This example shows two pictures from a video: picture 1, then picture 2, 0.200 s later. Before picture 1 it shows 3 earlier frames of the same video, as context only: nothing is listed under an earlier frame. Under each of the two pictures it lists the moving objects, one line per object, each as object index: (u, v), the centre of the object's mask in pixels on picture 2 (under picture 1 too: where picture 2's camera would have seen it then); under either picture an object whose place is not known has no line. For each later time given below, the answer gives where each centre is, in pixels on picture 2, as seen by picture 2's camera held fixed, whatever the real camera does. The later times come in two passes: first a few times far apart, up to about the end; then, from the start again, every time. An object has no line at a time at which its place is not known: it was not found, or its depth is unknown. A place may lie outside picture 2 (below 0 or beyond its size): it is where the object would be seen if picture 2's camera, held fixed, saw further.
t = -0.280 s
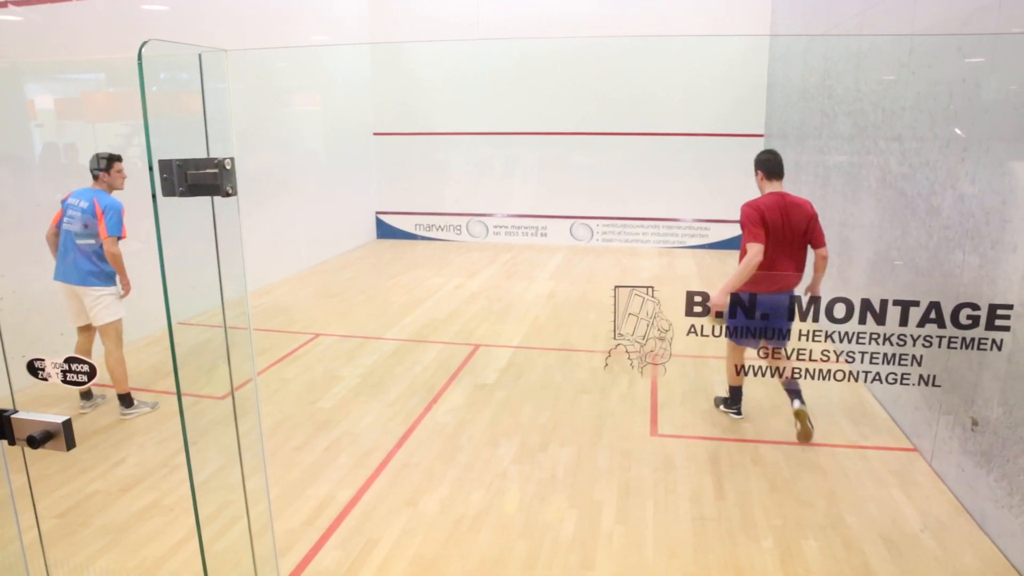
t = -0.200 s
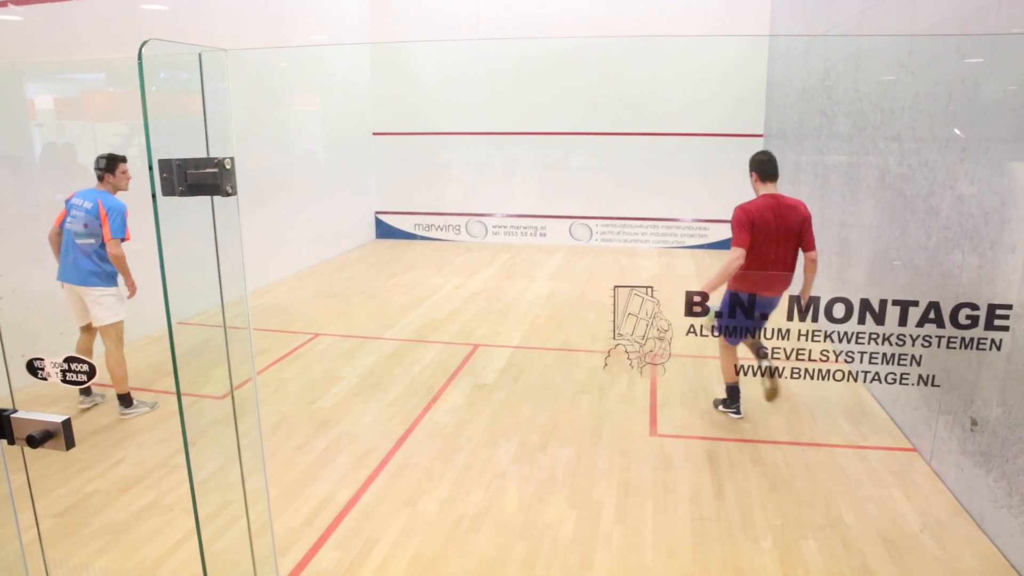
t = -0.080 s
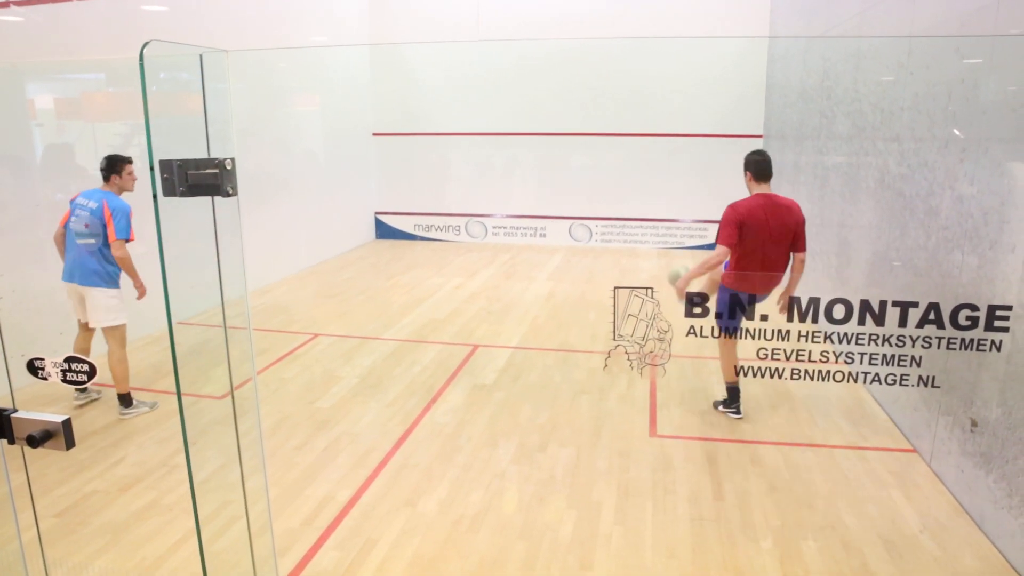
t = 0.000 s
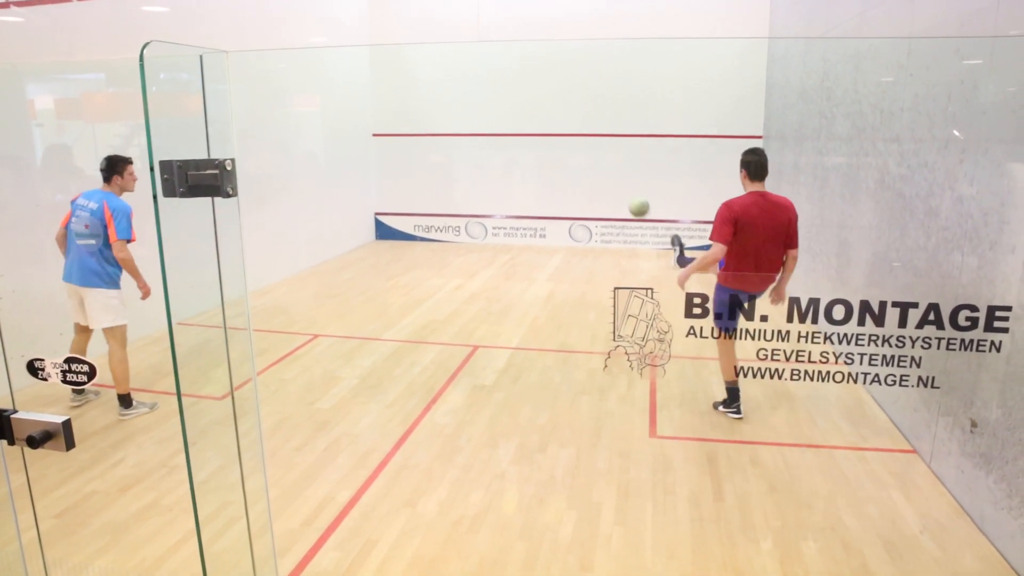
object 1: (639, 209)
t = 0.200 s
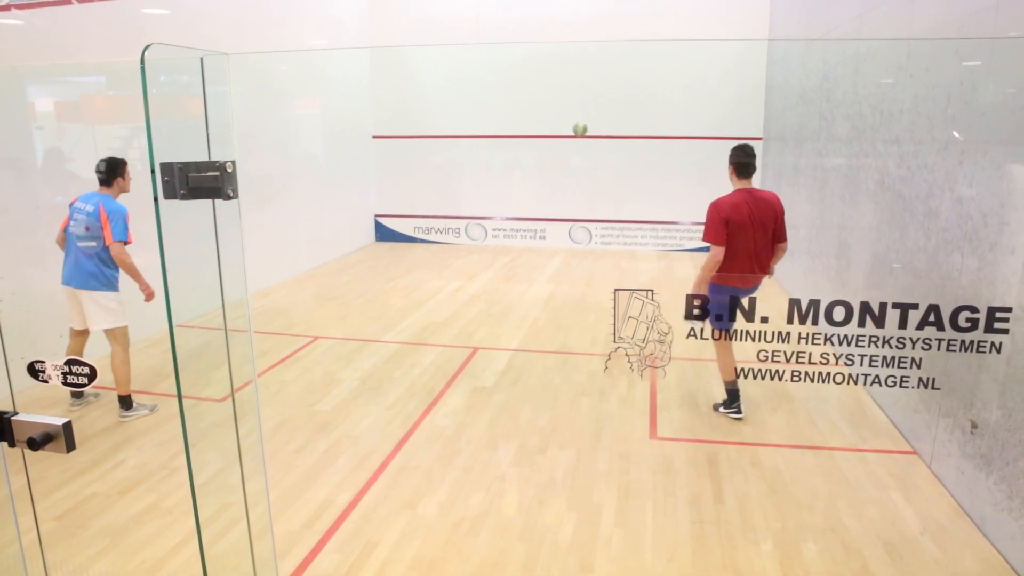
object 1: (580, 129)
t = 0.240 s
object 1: (572, 123)
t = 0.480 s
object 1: (521, 111)
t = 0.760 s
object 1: (414, 155)
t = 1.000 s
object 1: (265, 283)
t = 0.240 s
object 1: (572, 123)
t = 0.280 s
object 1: (565, 117)
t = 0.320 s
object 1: (560, 115)
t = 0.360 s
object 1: (552, 112)
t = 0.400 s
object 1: (543, 112)
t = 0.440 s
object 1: (532, 111)
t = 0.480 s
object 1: (521, 111)
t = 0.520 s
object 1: (509, 113)
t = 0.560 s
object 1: (496, 115)
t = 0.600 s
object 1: (482, 120)
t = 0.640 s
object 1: (467, 126)
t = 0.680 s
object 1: (451, 134)
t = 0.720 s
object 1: (433, 143)
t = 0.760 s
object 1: (414, 155)
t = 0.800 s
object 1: (393, 169)
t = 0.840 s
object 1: (371, 185)
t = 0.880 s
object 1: (347, 205)
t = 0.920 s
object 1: (322, 228)
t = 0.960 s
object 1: (295, 253)
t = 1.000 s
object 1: (265, 283)
